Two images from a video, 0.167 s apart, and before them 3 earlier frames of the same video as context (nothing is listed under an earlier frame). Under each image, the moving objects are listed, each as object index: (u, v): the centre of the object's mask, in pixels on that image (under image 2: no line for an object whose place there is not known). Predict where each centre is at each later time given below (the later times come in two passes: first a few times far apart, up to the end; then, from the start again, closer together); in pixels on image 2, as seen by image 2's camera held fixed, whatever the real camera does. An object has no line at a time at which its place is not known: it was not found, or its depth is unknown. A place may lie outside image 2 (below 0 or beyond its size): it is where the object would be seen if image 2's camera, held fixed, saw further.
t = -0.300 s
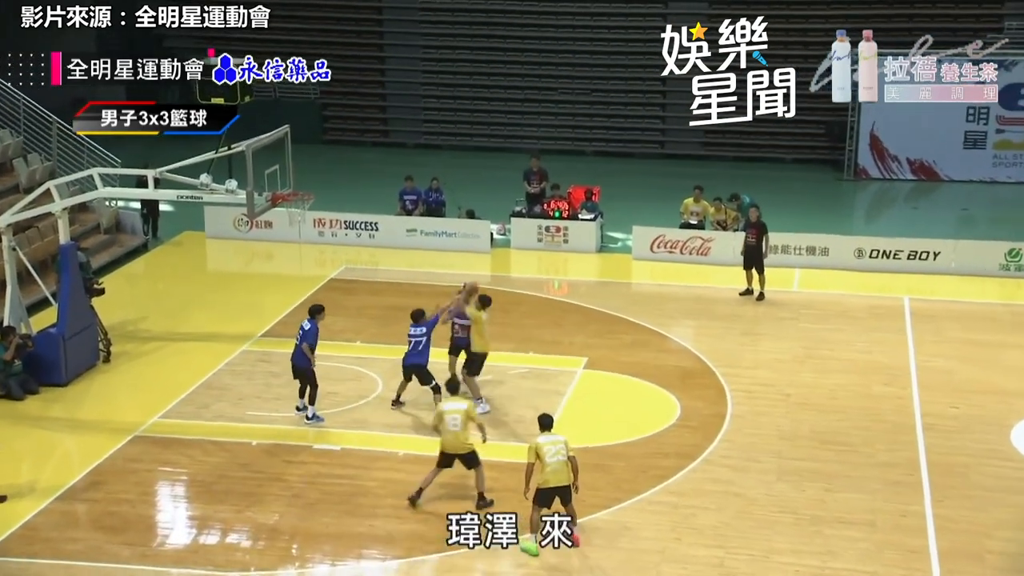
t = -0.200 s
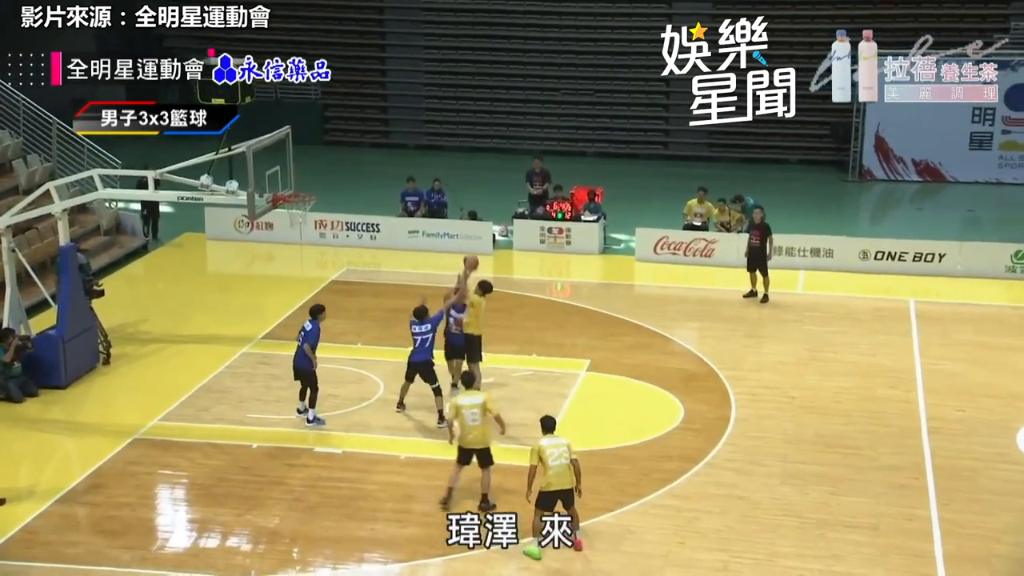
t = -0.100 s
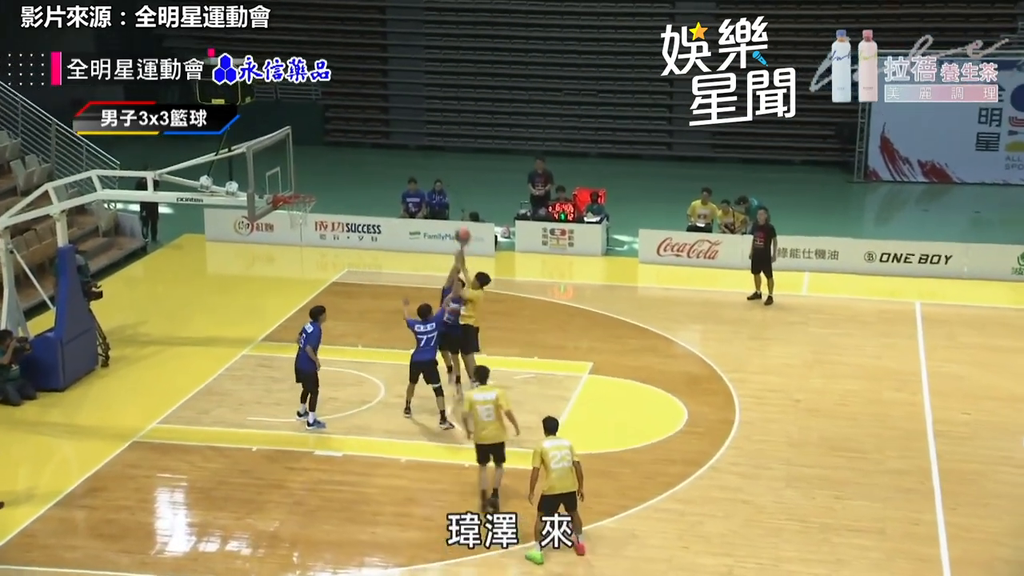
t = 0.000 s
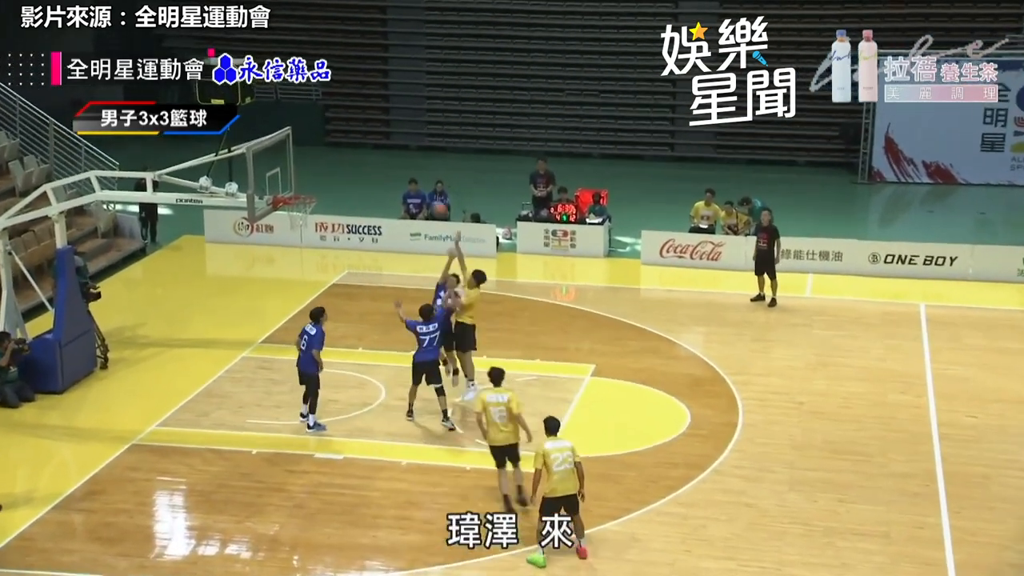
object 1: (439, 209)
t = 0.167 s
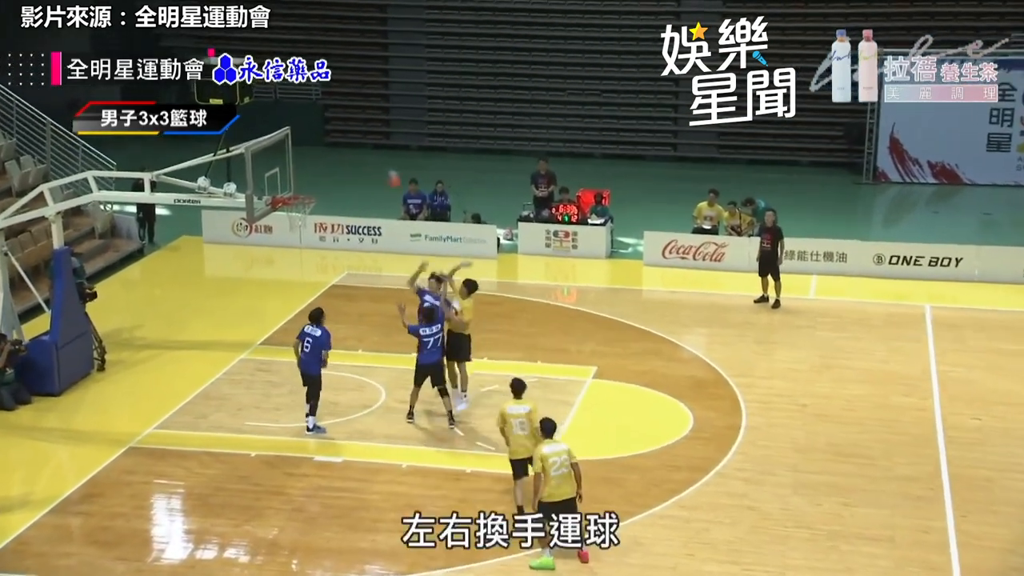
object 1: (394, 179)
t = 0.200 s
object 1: (385, 175)
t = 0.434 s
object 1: (323, 166)
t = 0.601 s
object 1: (284, 183)
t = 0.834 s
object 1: (320, 190)
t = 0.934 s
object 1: (343, 199)
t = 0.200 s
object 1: (385, 175)
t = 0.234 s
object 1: (375, 171)
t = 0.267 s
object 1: (366, 169)
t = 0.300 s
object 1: (357, 167)
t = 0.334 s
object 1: (348, 165)
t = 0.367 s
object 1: (340, 164)
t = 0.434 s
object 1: (323, 166)
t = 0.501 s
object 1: (307, 170)
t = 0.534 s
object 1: (299, 173)
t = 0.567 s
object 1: (292, 178)
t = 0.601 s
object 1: (284, 183)
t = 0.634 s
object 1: (278, 188)
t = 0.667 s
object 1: (286, 198)
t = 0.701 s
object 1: (290, 197)
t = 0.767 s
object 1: (304, 189)
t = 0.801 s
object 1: (311, 189)
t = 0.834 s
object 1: (320, 190)
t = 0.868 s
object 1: (328, 192)
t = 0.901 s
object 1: (336, 196)
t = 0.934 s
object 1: (343, 199)
